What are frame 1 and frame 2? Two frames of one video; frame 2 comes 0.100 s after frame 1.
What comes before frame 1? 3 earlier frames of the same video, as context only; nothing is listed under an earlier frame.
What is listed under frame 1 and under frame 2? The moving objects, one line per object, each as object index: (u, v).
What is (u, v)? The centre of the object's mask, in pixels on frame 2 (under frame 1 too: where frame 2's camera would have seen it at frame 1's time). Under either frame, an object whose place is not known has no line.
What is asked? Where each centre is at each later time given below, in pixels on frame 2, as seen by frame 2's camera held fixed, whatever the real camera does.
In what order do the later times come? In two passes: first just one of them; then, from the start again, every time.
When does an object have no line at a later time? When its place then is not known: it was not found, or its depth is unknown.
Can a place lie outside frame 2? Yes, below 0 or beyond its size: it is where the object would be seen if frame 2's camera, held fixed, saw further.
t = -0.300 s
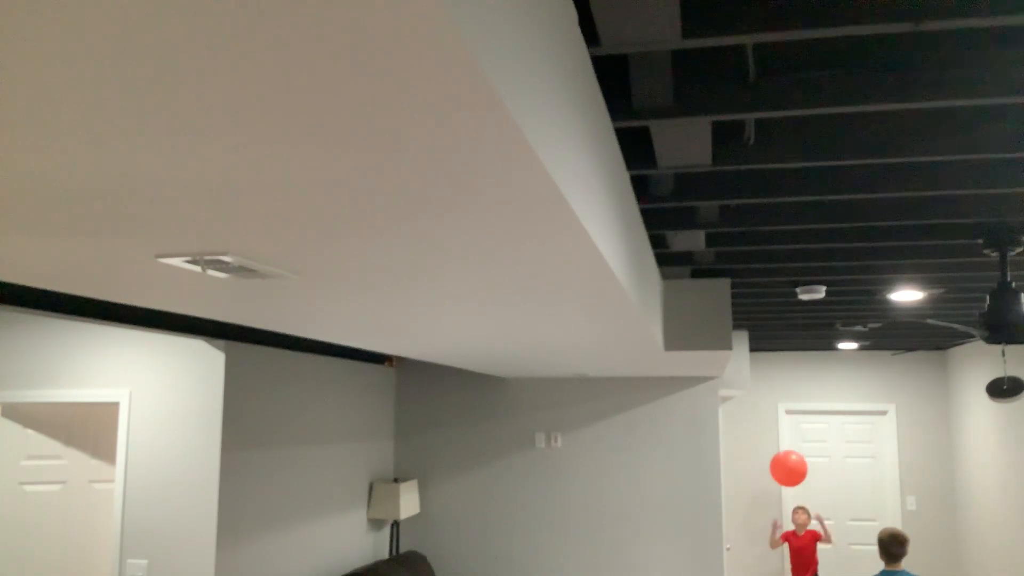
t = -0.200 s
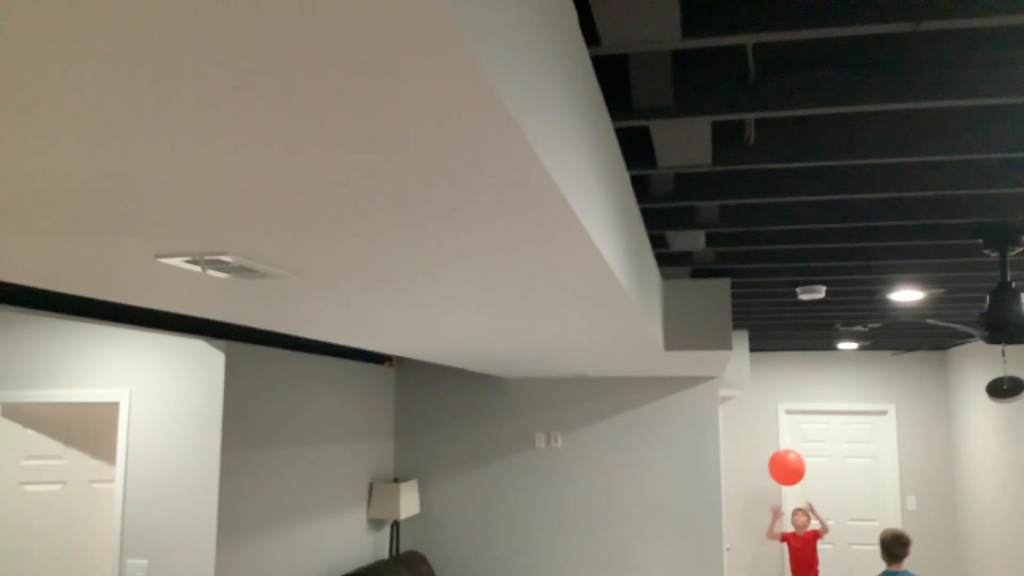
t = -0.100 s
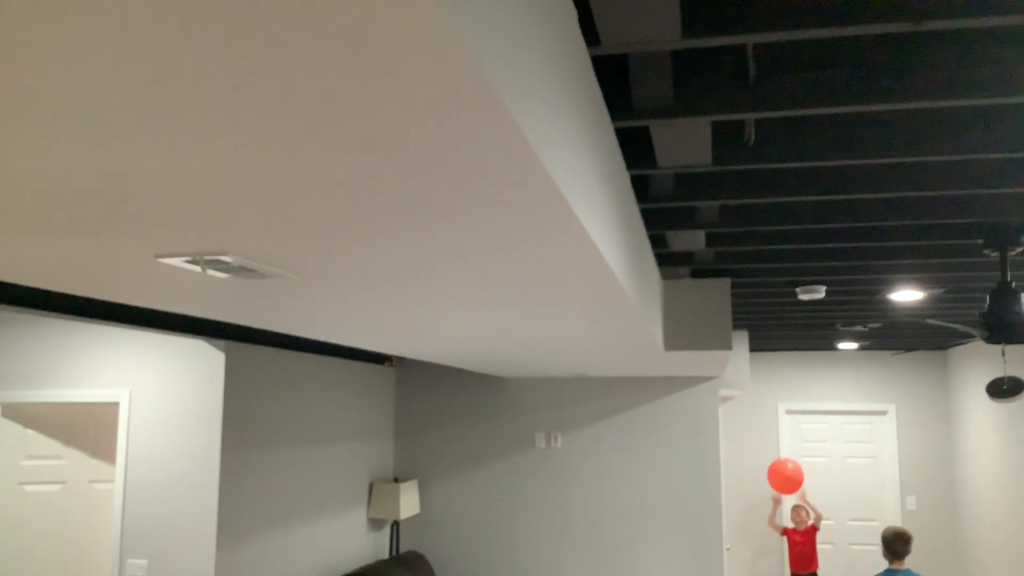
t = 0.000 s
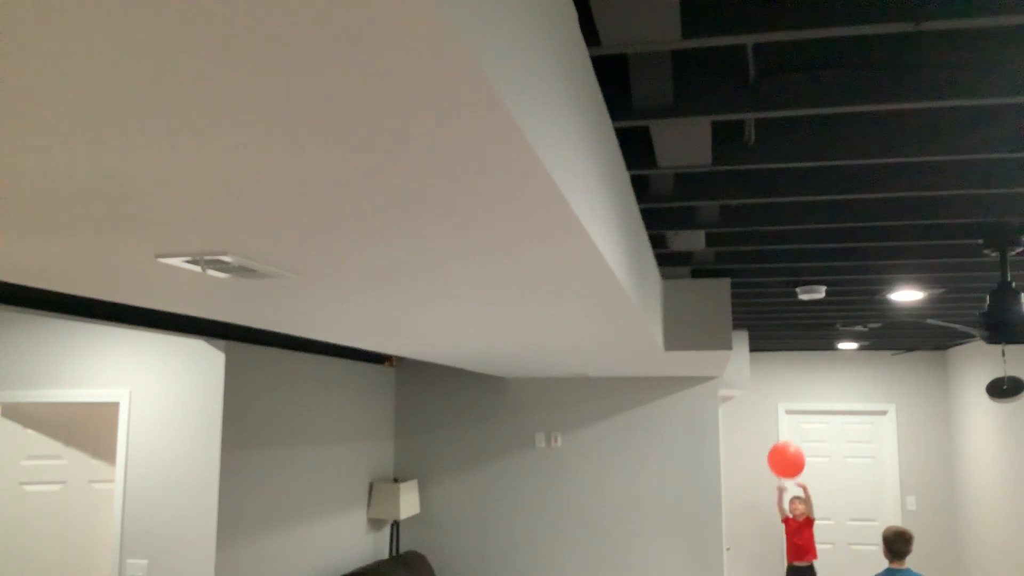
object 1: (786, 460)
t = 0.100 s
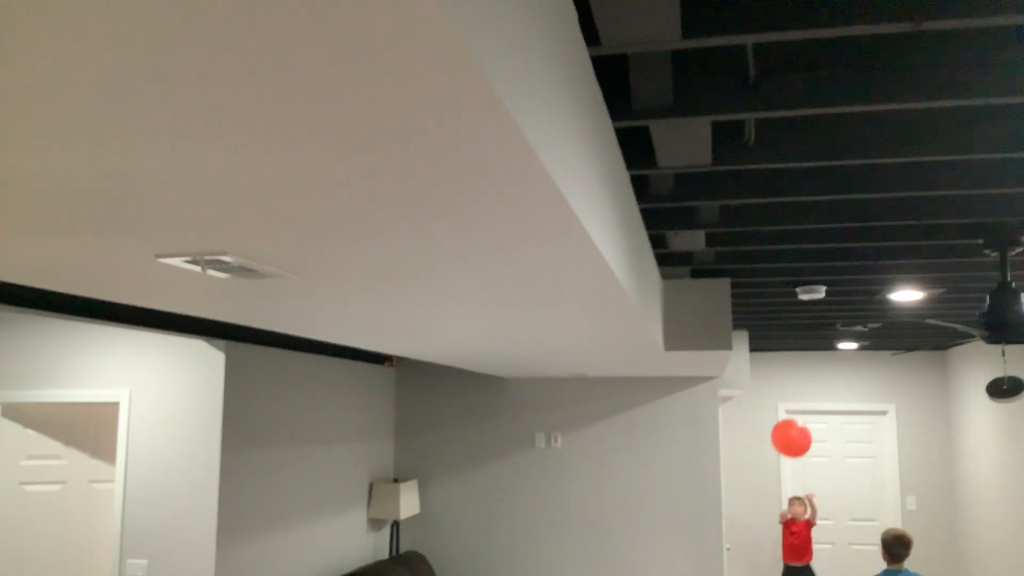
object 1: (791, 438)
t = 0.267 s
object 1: (802, 425)
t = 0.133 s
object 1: (793, 432)
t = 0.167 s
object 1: (795, 428)
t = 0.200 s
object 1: (798, 426)
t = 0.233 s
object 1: (800, 425)
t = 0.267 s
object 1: (802, 425)
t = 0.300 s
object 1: (805, 427)
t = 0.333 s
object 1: (807, 431)
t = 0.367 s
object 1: (810, 437)
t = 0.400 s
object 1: (812, 445)
